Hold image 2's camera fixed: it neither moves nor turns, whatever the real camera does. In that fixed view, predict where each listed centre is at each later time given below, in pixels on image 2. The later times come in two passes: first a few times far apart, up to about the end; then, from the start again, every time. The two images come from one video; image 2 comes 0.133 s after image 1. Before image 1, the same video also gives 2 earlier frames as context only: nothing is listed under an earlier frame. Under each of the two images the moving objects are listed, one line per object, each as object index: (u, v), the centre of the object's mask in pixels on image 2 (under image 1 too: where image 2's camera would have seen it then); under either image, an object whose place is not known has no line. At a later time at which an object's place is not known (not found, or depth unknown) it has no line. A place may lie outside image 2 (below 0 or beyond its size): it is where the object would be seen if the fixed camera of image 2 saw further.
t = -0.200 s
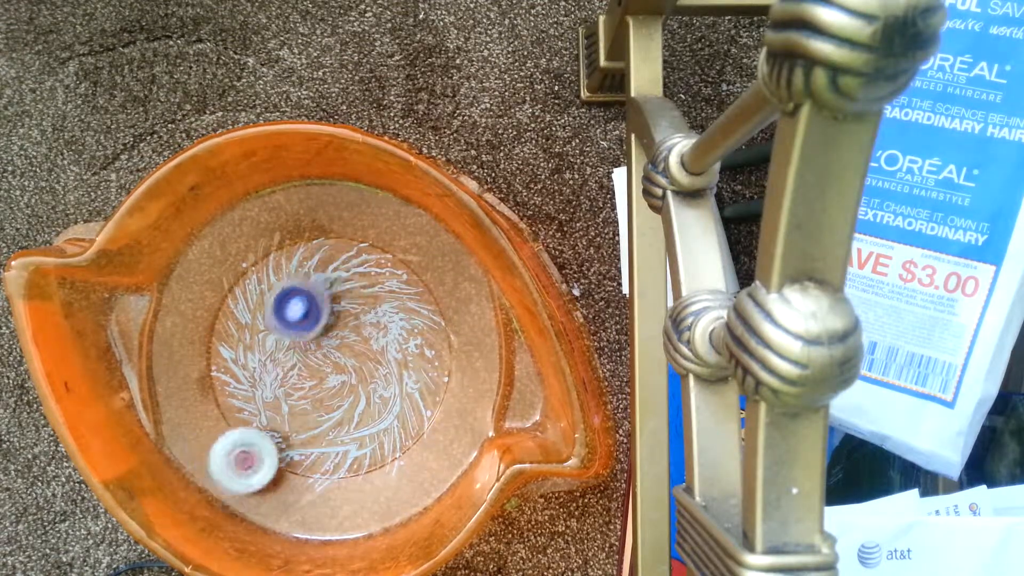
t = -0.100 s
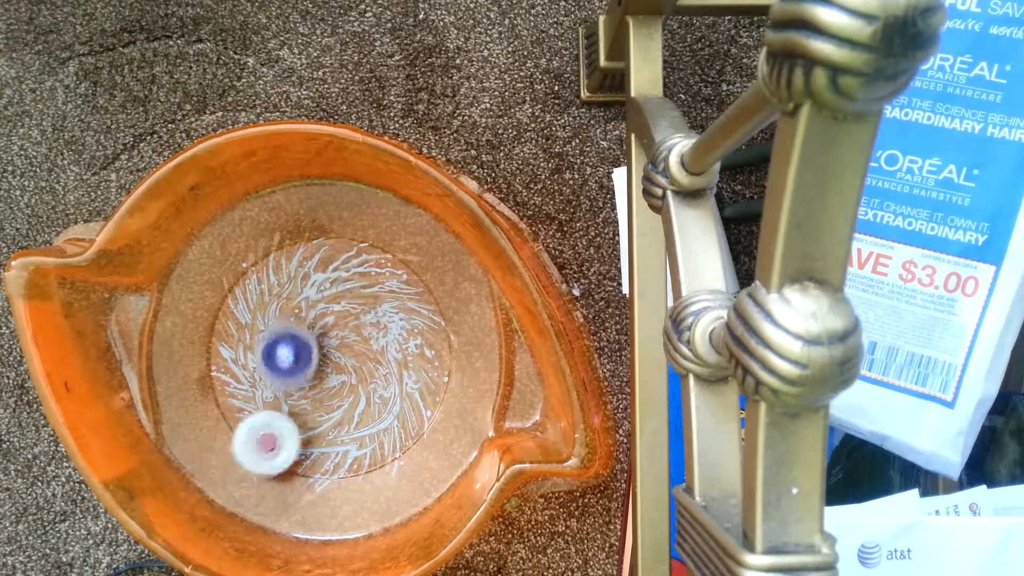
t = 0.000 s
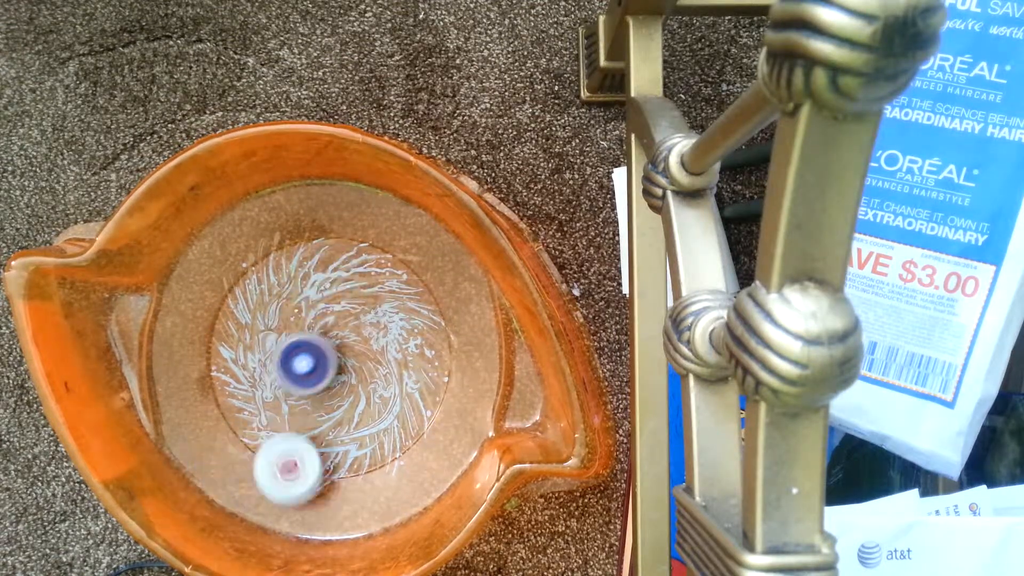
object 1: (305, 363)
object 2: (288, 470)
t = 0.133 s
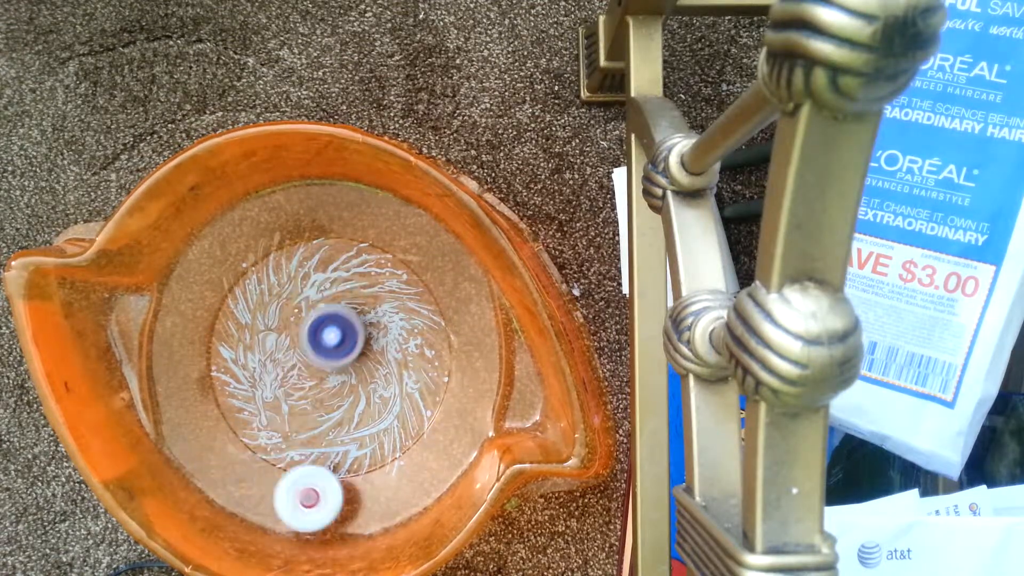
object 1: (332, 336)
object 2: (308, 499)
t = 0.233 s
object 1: (337, 318)
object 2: (322, 499)
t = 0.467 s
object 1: (310, 308)
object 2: (343, 443)
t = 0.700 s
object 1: (300, 355)
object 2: (378, 347)
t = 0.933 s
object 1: (351, 379)
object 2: (395, 277)
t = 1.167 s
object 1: (384, 361)
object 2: (339, 273)
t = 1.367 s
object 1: (362, 354)
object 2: (278, 277)
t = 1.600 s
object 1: (344, 402)
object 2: (238, 339)
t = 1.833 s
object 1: (413, 404)
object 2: (244, 382)
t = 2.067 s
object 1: (374, 329)
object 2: (333, 427)
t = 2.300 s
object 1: (270, 361)
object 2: (402, 455)
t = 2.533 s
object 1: (249, 450)
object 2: (388, 391)
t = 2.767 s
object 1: (331, 462)
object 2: (359, 288)
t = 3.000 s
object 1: (350, 365)
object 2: (339, 219)
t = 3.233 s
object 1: (280, 303)
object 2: (311, 253)
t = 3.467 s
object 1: (213, 458)
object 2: (386, 276)
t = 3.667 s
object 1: (352, 484)
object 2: (359, 348)
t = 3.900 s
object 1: (381, 470)
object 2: (351, 230)
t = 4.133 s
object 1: (393, 370)
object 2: (328, 276)
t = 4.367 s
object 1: (412, 355)
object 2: (225, 282)
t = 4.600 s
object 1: (374, 335)
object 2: (246, 353)
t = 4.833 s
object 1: (322, 391)
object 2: (339, 457)
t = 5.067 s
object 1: (329, 449)
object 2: (403, 394)
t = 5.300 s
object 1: (347, 422)
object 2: (404, 307)
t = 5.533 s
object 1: (304, 376)
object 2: (348, 266)
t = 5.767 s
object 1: (245, 389)
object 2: (279, 306)
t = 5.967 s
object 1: (277, 410)
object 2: (234, 362)
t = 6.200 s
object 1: (299, 348)
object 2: (235, 368)
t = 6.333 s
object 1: (311, 311)
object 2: (230, 370)
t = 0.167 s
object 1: (335, 328)
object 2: (314, 501)
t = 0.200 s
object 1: (337, 322)
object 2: (318, 501)
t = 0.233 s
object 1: (337, 318)
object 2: (322, 499)
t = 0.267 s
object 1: (335, 314)
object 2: (326, 495)
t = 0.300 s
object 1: (331, 311)
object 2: (330, 490)
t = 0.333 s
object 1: (327, 308)
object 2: (333, 485)
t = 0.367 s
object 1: (323, 306)
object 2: (336, 476)
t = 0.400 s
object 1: (318, 306)
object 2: (338, 466)
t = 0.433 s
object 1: (314, 306)
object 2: (340, 454)
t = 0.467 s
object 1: (310, 308)
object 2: (343, 443)
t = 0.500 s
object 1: (305, 312)
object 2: (347, 428)
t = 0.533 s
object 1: (301, 317)
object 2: (352, 414)
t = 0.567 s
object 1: (297, 322)
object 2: (357, 401)
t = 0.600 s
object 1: (297, 330)
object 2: (363, 387)
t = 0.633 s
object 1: (296, 339)
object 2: (370, 374)
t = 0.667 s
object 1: (296, 349)
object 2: (374, 360)
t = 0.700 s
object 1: (300, 355)
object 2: (378, 347)
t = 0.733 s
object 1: (307, 361)
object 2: (383, 334)
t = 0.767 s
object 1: (313, 367)
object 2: (387, 323)
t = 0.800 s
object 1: (321, 372)
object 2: (389, 312)
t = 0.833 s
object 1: (327, 374)
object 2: (393, 301)
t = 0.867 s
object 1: (336, 376)
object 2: (394, 292)
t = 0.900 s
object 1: (343, 379)
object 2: (395, 284)
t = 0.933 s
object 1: (351, 379)
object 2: (395, 277)
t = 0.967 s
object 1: (359, 377)
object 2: (395, 272)
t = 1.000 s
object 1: (366, 374)
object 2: (388, 275)
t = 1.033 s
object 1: (372, 370)
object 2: (380, 280)
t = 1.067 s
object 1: (376, 363)
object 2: (371, 287)
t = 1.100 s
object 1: (379, 357)
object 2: (364, 292)
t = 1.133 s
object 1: (383, 358)
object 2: (354, 289)
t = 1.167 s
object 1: (384, 361)
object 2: (339, 273)
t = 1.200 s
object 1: (384, 361)
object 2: (324, 261)
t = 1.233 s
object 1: (381, 359)
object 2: (312, 250)
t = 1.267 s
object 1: (379, 356)
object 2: (302, 252)
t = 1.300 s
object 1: (374, 354)
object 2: (293, 257)
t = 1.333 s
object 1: (368, 353)
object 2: (285, 266)
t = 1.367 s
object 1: (362, 354)
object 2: (278, 277)
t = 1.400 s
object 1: (355, 354)
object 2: (273, 287)
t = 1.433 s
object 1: (347, 357)
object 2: (269, 298)
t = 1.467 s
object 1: (340, 360)
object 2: (270, 312)
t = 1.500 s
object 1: (333, 364)
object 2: (270, 327)
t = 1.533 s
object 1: (330, 374)
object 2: (267, 335)
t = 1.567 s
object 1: (338, 390)
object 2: (252, 337)
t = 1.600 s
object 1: (344, 402)
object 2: (238, 339)
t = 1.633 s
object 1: (354, 412)
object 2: (229, 343)
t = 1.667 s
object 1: (367, 418)
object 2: (220, 348)
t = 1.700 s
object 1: (375, 422)
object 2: (215, 355)
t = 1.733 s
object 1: (386, 423)
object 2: (217, 361)
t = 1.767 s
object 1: (397, 419)
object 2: (224, 368)
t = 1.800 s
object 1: (405, 413)
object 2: (233, 375)
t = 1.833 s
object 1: (413, 404)
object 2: (244, 382)
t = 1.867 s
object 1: (419, 391)
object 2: (255, 388)
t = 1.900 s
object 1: (422, 379)
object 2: (269, 393)
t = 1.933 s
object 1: (420, 366)
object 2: (282, 400)
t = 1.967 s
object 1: (412, 352)
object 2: (296, 408)
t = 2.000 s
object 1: (401, 341)
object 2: (308, 414)
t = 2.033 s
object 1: (388, 333)
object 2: (320, 421)
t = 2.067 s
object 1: (374, 329)
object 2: (333, 427)
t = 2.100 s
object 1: (359, 328)
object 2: (347, 431)
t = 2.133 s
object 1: (341, 329)
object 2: (359, 439)
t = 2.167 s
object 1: (326, 333)
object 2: (371, 444)
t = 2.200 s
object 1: (310, 337)
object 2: (383, 450)
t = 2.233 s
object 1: (297, 343)
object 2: (392, 454)
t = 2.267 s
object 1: (282, 352)
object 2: (398, 455)
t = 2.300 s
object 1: (270, 361)
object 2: (402, 455)
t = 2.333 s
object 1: (259, 373)
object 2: (405, 452)
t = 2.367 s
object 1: (250, 386)
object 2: (407, 446)
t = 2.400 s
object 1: (244, 397)
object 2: (404, 438)
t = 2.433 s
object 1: (240, 411)
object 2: (401, 428)
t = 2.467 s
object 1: (238, 425)
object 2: (398, 416)
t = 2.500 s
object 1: (241, 439)
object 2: (393, 403)
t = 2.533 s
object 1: (249, 450)
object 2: (388, 391)
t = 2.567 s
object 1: (262, 458)
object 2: (382, 377)
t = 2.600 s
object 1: (273, 463)
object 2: (377, 364)
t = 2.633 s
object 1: (284, 470)
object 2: (373, 348)
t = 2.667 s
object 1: (295, 473)
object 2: (369, 333)
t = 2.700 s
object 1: (306, 473)
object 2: (364, 318)
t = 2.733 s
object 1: (317, 470)
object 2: (362, 302)
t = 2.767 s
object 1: (331, 462)
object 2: (359, 288)
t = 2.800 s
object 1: (339, 451)
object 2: (355, 275)
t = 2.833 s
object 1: (347, 438)
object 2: (353, 261)
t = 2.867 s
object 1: (353, 423)
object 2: (349, 248)
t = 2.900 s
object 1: (354, 408)
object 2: (347, 236)
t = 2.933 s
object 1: (355, 393)
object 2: (345, 229)
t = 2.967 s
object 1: (354, 378)
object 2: (342, 222)
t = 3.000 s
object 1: (350, 365)
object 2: (339, 219)
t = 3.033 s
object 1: (343, 352)
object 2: (336, 217)
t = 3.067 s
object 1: (335, 341)
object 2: (332, 217)
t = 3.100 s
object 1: (327, 330)
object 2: (324, 220)
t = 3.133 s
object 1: (316, 319)
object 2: (322, 224)
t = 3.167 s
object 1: (305, 312)
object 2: (318, 232)
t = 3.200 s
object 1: (291, 307)
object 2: (310, 243)
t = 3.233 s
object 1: (280, 303)
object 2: (311, 253)
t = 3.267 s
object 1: (247, 323)
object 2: (321, 250)
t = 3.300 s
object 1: (212, 352)
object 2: (332, 248)
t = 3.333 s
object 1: (194, 378)
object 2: (347, 245)
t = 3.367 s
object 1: (185, 404)
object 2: (355, 249)
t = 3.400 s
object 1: (181, 431)
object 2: (366, 253)
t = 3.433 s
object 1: (187, 450)
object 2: (380, 262)
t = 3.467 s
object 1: (213, 458)
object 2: (386, 276)
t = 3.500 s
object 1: (247, 460)
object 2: (385, 293)
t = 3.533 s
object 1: (280, 460)
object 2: (382, 316)
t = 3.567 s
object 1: (309, 456)
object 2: (373, 339)
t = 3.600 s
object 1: (332, 449)
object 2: (366, 360)
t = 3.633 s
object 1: (348, 455)
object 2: (358, 373)
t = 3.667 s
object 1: (352, 484)
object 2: (359, 348)
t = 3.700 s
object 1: (355, 503)
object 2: (362, 322)
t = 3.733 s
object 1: (357, 513)
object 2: (361, 299)
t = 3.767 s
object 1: (361, 512)
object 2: (360, 277)
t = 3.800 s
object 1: (366, 508)
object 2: (359, 259)
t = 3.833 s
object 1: (371, 498)
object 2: (357, 245)
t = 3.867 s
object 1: (375, 485)
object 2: (355, 235)
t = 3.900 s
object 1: (381, 470)
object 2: (351, 230)
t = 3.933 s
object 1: (387, 452)
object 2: (346, 230)
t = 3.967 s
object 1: (393, 439)
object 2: (344, 232)
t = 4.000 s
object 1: (395, 424)
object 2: (342, 239)
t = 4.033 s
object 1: (397, 411)
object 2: (338, 247)
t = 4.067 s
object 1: (397, 395)
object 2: (335, 256)
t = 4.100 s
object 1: (395, 383)
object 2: (331, 266)
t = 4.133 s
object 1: (393, 370)
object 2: (328, 276)
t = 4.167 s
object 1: (387, 359)
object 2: (326, 286)
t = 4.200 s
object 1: (379, 345)
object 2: (324, 297)
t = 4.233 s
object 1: (386, 347)
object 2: (309, 298)
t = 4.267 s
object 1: (397, 354)
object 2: (281, 288)
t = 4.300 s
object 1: (405, 356)
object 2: (257, 282)
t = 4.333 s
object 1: (410, 356)
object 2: (239, 278)
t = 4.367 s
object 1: (412, 355)
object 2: (225, 282)
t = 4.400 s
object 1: (414, 350)
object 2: (216, 287)
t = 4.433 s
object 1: (412, 344)
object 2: (212, 296)
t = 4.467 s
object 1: (407, 339)
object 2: (213, 304)
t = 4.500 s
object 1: (401, 334)
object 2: (216, 314)
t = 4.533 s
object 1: (393, 333)
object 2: (223, 326)
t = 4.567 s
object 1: (384, 332)
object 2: (234, 339)
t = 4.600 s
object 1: (374, 335)
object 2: (246, 353)
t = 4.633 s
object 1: (366, 339)
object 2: (260, 369)
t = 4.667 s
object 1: (355, 346)
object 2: (271, 383)
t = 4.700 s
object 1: (348, 352)
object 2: (284, 404)
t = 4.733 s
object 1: (340, 362)
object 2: (297, 419)
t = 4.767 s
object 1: (333, 372)
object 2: (310, 433)
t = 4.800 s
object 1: (328, 379)
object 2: (323, 448)
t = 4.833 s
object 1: (322, 391)
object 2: (339, 457)
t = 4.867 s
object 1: (319, 399)
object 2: (351, 459)
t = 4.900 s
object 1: (317, 407)
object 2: (364, 455)
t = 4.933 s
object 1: (315, 415)
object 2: (370, 451)
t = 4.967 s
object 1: (316, 432)
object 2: (390, 436)
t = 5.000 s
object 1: (319, 441)
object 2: (394, 424)
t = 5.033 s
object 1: (323, 446)
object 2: (397, 410)
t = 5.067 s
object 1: (329, 449)
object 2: (403, 394)
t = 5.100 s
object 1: (334, 449)
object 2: (404, 383)
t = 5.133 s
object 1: (339, 448)
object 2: (406, 368)
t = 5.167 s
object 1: (344, 445)
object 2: (407, 352)
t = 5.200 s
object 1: (346, 441)
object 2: (407, 342)
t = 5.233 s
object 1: (346, 435)
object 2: (409, 330)
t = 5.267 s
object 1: (347, 429)
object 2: (407, 317)
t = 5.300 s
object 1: (347, 422)
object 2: (404, 307)
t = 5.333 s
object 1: (346, 413)
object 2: (405, 296)
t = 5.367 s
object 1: (342, 405)
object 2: (393, 291)
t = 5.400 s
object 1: (337, 397)
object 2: (390, 282)
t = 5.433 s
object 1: (332, 391)
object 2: (373, 274)
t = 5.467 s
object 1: (323, 385)
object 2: (367, 269)
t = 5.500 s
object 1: (314, 379)
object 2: (362, 267)
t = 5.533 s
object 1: (304, 376)
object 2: (348, 266)
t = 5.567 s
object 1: (294, 373)
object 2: (337, 266)
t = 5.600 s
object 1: (286, 372)
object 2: (330, 266)
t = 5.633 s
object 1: (274, 371)
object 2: (314, 274)
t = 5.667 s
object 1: (264, 373)
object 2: (305, 279)
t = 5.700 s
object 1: (256, 378)
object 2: (299, 283)
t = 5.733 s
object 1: (249, 383)
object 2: (288, 297)
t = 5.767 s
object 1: (245, 389)
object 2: (279, 306)
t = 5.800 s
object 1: (243, 398)
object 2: (272, 316)
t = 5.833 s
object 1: (245, 406)
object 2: (266, 326)
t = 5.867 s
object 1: (250, 412)
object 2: (255, 339)
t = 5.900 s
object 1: (258, 415)
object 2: (249, 345)
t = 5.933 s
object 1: (268, 415)
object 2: (243, 354)
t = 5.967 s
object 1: (277, 410)
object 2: (234, 362)
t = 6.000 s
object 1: (284, 404)
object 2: (229, 366)
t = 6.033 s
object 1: (290, 396)
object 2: (225, 369)
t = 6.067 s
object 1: (295, 388)
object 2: (224, 371)
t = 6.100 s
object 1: (298, 378)
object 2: (225, 371)
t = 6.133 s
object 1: (298, 369)
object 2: (229, 370)
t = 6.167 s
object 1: (300, 359)
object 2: (232, 370)
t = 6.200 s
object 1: (299, 348)
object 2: (235, 368)
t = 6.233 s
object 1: (302, 338)
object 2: (234, 368)
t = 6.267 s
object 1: (309, 328)
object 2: (229, 368)
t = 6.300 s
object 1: (312, 321)
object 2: (228, 369)
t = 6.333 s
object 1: (311, 311)
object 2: (230, 370)
